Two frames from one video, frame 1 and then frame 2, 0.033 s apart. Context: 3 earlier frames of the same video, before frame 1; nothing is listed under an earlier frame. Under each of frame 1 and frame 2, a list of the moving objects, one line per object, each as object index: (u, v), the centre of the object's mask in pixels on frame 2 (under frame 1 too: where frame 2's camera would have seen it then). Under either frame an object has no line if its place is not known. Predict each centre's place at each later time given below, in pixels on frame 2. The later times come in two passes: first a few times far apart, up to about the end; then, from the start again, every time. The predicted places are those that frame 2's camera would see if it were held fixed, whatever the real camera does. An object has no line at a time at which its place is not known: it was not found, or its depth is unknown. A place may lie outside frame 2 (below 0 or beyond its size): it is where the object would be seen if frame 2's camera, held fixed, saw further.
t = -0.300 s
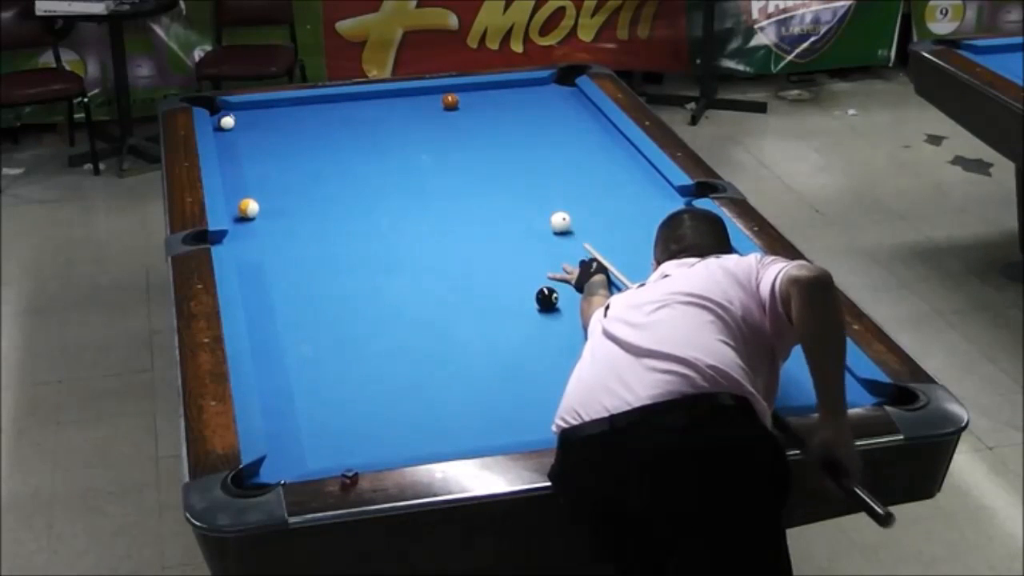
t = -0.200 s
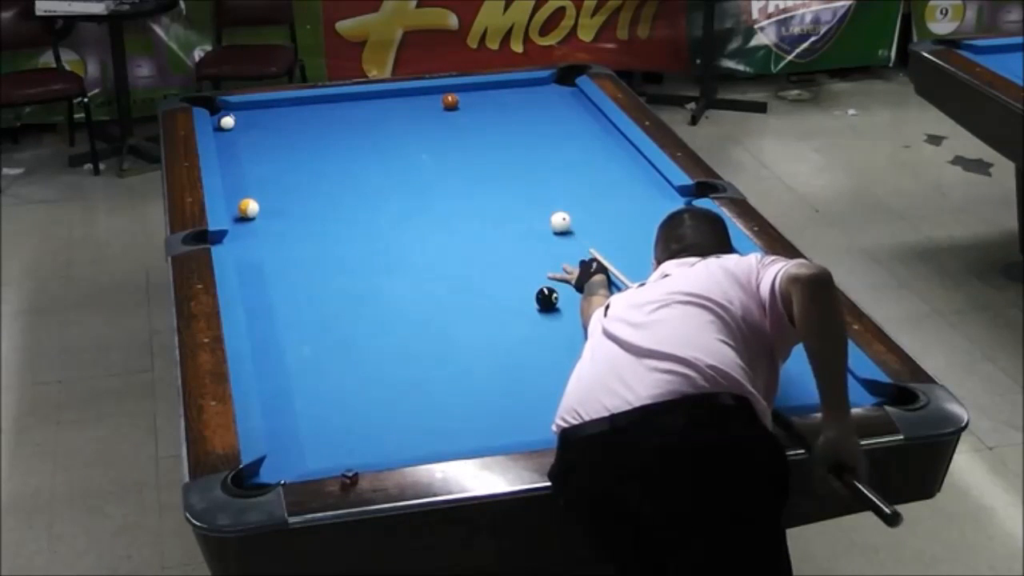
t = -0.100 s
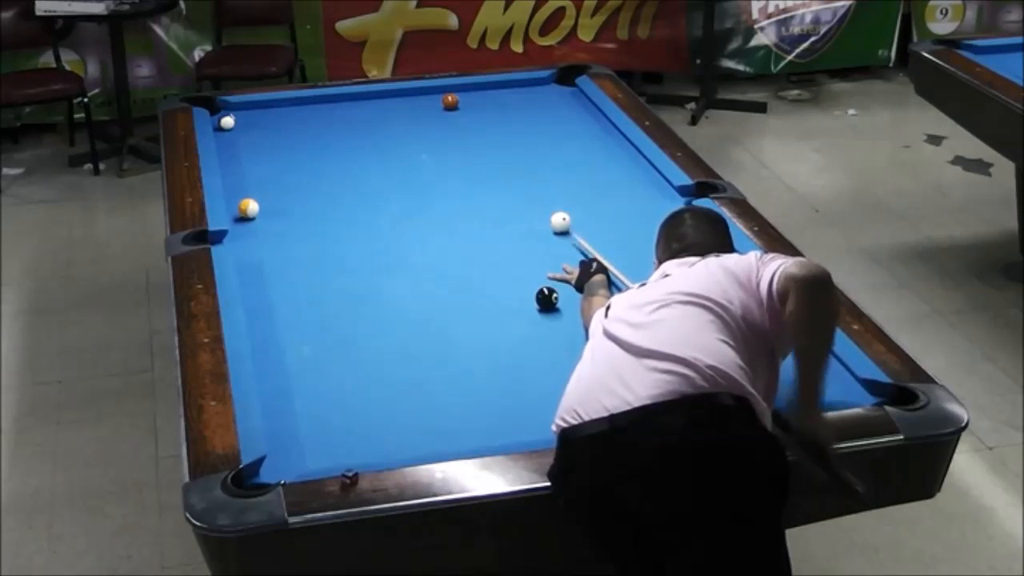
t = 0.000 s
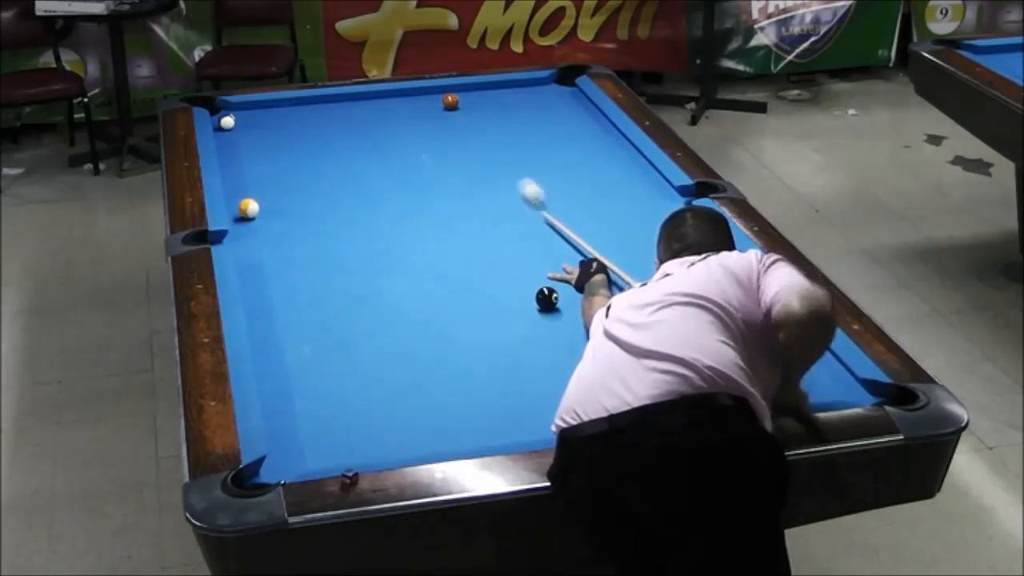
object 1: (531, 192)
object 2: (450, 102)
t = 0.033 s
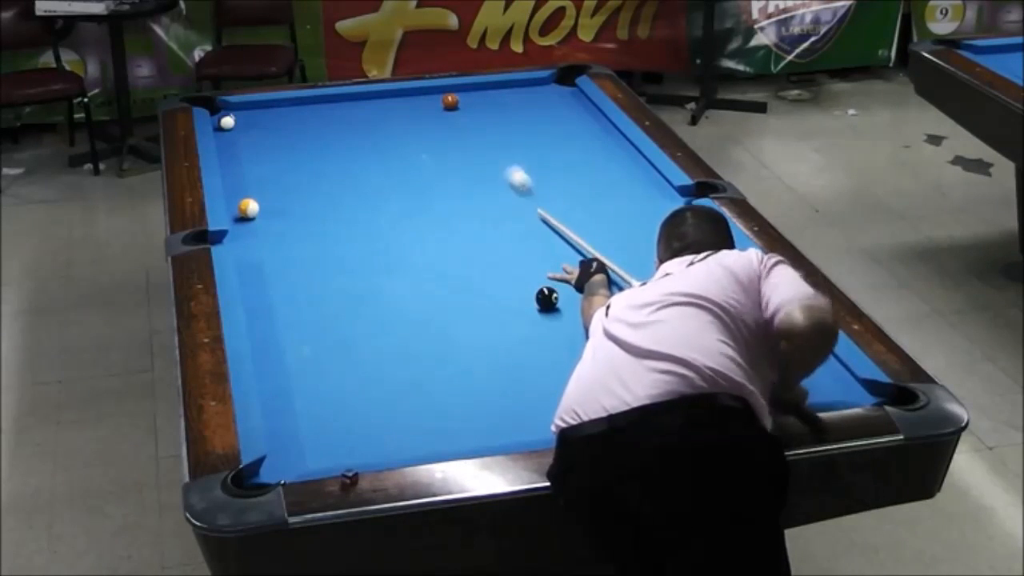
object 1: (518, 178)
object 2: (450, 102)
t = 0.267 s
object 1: (452, 110)
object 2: (449, 98)
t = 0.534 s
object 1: (376, 97)
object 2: (479, 102)
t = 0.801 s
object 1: (326, 108)
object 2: (514, 125)
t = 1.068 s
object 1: (277, 125)
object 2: (551, 149)
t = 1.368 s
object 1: (224, 144)
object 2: (598, 178)
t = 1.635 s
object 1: (254, 155)
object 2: (641, 206)
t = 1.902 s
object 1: (285, 165)
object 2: (689, 237)
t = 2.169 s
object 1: (316, 175)
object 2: (735, 266)
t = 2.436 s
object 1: (346, 185)
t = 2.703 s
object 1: (376, 195)
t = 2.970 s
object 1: (405, 206)
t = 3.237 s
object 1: (434, 216)
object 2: (802, 394)
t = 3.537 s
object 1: (465, 227)
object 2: (764, 375)
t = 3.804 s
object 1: (492, 236)
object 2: (733, 359)
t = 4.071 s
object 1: (519, 246)
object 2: (704, 343)
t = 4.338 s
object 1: (543, 255)
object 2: (679, 329)
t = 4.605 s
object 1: (567, 264)
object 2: (656, 317)
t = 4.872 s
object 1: (589, 272)
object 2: (635, 305)
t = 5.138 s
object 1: (610, 277)
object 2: (617, 295)
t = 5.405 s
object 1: (632, 282)
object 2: (599, 294)
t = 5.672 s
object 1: (651, 281)
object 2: (583, 295)
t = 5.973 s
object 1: (669, 280)
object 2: (569, 294)
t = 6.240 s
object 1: (683, 279)
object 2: (564, 294)
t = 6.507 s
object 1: (694, 278)
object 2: (563, 293)
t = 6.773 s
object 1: (703, 277)
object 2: (563, 293)
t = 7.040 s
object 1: (709, 276)
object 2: (563, 294)
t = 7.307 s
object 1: (714, 275)
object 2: (563, 294)
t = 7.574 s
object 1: (717, 275)
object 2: (563, 294)
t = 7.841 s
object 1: (717, 275)
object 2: (563, 294)
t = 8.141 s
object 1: (717, 275)
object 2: (563, 294)
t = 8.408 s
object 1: (717, 275)
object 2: (563, 294)
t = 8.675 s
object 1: (717, 275)
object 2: (563, 293)
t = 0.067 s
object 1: (507, 166)
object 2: (450, 102)
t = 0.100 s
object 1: (496, 155)
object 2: (450, 102)
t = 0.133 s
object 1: (486, 145)
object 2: (450, 102)
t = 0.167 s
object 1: (477, 135)
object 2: (450, 102)
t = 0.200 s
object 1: (468, 126)
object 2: (450, 102)
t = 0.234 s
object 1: (460, 118)
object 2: (450, 101)
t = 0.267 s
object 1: (452, 110)
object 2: (449, 98)
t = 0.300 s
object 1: (442, 106)
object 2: (453, 97)
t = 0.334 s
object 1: (432, 105)
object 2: (454, 92)
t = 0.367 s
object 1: (423, 105)
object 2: (457, 89)
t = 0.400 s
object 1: (413, 104)
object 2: (462, 91)
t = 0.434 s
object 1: (403, 102)
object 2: (466, 94)
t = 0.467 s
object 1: (395, 101)
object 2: (470, 97)
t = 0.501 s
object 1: (386, 99)
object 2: (475, 100)
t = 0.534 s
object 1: (376, 97)
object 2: (479, 102)
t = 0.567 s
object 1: (367, 95)
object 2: (483, 105)
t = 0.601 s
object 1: (361, 96)
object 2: (488, 108)
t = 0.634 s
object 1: (355, 98)
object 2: (492, 111)
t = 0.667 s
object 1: (349, 100)
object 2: (496, 113)
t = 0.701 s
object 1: (343, 102)
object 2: (500, 116)
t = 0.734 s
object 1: (338, 104)
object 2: (505, 119)
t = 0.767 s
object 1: (332, 106)
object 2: (509, 122)
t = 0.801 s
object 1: (326, 108)
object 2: (514, 125)
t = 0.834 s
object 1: (320, 110)
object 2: (519, 128)
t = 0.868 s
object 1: (314, 112)
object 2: (523, 131)
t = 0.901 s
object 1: (307, 114)
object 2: (528, 134)
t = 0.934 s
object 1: (301, 117)
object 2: (532, 136)
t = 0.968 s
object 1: (295, 119)
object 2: (537, 140)
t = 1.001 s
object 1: (289, 121)
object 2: (542, 143)
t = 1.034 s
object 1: (283, 123)
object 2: (547, 146)
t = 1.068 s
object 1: (277, 125)
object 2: (551, 149)
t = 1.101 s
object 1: (271, 127)
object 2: (556, 152)
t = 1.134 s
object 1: (264, 130)
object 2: (561, 155)
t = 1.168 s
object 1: (258, 131)
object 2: (567, 158)
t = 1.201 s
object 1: (252, 134)
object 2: (572, 161)
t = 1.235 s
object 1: (246, 136)
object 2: (577, 165)
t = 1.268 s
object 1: (240, 138)
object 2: (582, 168)
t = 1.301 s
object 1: (233, 140)
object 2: (587, 171)
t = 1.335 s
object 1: (227, 142)
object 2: (592, 175)
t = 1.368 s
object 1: (224, 144)
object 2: (598, 178)
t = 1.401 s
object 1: (227, 146)
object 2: (603, 182)
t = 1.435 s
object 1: (231, 146)
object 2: (608, 185)
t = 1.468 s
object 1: (235, 148)
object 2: (614, 189)
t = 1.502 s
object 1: (239, 149)
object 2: (619, 192)
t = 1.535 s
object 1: (243, 151)
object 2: (624, 195)
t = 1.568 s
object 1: (247, 152)
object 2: (630, 199)
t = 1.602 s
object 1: (250, 153)
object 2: (636, 203)
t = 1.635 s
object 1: (254, 155)
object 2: (641, 206)
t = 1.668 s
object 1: (258, 156)
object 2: (647, 210)
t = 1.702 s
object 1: (262, 157)
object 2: (653, 213)
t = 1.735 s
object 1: (266, 158)
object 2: (658, 217)
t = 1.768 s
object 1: (270, 159)
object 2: (665, 221)
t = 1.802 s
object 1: (274, 161)
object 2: (670, 225)
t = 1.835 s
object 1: (278, 162)
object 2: (676, 228)
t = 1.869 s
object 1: (282, 163)
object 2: (682, 232)
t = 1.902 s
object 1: (285, 165)
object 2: (689, 237)
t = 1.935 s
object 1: (290, 166)
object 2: (695, 240)
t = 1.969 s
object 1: (293, 167)
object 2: (700, 244)
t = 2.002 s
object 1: (297, 169)
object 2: (707, 248)
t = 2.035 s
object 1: (301, 170)
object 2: (713, 252)
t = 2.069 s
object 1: (305, 171)
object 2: (720, 256)
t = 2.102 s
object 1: (309, 172)
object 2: (727, 260)
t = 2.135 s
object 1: (312, 174)
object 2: (732, 263)
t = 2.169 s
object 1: (316, 175)
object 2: (735, 266)
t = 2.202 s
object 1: (320, 176)
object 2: (737, 268)
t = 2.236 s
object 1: (324, 177)
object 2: (738, 271)
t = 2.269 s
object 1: (328, 179)
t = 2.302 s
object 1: (331, 180)
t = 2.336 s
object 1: (335, 181)
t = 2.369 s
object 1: (338, 183)
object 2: (750, 285)
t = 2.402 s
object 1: (342, 184)
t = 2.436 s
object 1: (346, 185)
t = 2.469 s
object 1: (350, 186)
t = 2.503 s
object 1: (354, 188)
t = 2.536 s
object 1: (358, 189)
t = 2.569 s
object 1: (361, 190)
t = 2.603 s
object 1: (365, 192)
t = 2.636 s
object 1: (369, 193)
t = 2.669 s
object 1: (372, 194)
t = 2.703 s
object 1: (376, 195)
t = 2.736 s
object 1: (380, 197)
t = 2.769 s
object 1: (383, 198)
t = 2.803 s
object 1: (387, 199)
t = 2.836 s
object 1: (391, 200)
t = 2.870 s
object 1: (394, 202)
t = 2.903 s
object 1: (398, 203)
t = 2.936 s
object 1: (402, 205)
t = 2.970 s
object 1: (405, 206)
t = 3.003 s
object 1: (409, 207)
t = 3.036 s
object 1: (412, 208)
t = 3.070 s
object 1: (416, 209)
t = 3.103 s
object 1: (420, 211)
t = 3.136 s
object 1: (424, 212)
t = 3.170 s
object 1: (427, 213)
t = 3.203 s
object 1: (430, 215)
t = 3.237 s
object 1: (434, 216)
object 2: (802, 394)
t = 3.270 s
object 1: (437, 217)
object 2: (799, 392)
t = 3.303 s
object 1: (441, 218)
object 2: (794, 391)
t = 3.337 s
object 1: (445, 219)
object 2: (790, 390)
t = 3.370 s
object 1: (448, 221)
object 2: (786, 388)
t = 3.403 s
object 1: (452, 222)
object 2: (781, 385)
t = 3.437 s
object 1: (455, 223)
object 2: (776, 382)
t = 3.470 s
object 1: (459, 224)
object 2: (773, 380)
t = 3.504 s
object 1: (462, 226)
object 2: (768, 378)
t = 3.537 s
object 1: (465, 227)
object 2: (764, 375)
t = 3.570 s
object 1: (469, 228)
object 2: (760, 373)
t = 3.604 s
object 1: (472, 229)
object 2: (756, 371)
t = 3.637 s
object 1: (476, 230)
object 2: (752, 369)
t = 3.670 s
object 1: (479, 231)
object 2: (748, 367)
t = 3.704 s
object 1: (482, 233)
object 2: (744, 365)
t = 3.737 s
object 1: (486, 234)
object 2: (740, 362)
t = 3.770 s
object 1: (489, 235)
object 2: (737, 361)
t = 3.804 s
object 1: (492, 236)
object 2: (733, 359)
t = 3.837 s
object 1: (496, 237)
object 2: (729, 356)
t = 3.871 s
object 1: (499, 239)
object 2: (725, 354)
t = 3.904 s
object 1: (502, 240)
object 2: (722, 352)
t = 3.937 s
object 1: (506, 241)
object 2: (718, 351)
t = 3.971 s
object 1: (509, 243)
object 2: (715, 348)
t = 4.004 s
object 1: (512, 244)
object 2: (711, 347)
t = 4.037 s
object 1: (515, 245)
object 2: (708, 345)
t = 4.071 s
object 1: (519, 246)
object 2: (704, 343)
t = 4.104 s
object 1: (521, 247)
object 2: (702, 341)
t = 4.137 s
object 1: (525, 248)
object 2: (698, 339)
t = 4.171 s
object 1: (528, 249)
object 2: (695, 338)
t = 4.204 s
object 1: (531, 251)
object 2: (692, 336)
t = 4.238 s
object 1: (534, 252)
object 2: (688, 334)
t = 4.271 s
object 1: (537, 253)
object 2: (685, 333)
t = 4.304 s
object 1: (540, 254)
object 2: (682, 331)
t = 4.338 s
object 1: (543, 255)
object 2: (679, 329)
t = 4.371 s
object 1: (546, 257)
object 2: (676, 327)
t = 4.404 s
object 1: (549, 257)
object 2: (673, 326)
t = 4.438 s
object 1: (552, 259)
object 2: (670, 324)
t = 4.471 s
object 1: (555, 260)
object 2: (667, 323)
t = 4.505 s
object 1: (559, 261)
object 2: (665, 321)
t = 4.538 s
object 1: (561, 262)
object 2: (662, 320)
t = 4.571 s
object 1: (564, 263)
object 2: (658, 318)
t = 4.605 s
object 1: (567, 264)
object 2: (656, 317)
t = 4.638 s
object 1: (570, 265)
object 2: (653, 316)
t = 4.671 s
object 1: (573, 266)
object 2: (650, 314)
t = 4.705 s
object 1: (575, 267)
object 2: (648, 312)
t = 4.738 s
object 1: (578, 268)
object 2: (645, 311)
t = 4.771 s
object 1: (581, 269)
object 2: (643, 310)
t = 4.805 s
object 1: (584, 270)
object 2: (640, 308)
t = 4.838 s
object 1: (586, 271)
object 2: (638, 307)
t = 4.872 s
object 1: (589, 272)
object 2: (635, 305)
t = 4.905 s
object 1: (592, 274)
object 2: (633, 304)
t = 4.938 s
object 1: (595, 275)
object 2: (631, 303)
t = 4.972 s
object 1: (597, 276)
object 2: (628, 302)
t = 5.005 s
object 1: (600, 277)
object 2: (626, 301)
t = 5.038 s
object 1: (602, 278)
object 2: (623, 299)
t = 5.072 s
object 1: (605, 278)
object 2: (621, 298)
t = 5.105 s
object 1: (607, 278)
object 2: (619, 297)
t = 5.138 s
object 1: (610, 277)
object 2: (617, 295)
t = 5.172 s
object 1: (612, 277)
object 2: (615, 295)
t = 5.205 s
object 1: (616, 278)
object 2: (613, 294)
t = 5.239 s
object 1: (620, 280)
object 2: (610, 294)
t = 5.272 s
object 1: (622, 281)
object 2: (608, 294)
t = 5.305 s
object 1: (624, 282)
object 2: (605, 294)
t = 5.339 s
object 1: (627, 282)
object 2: (603, 294)
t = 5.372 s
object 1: (629, 282)
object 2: (601, 294)
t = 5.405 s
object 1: (632, 282)
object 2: (599, 294)
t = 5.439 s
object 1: (634, 282)
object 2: (597, 294)
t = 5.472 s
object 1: (636, 282)
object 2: (595, 294)
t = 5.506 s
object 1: (639, 282)
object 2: (593, 294)
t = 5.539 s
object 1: (642, 281)
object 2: (591, 294)
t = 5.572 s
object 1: (644, 281)
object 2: (589, 295)
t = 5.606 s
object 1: (646, 281)
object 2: (587, 295)
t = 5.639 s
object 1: (648, 281)
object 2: (585, 295)
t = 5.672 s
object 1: (651, 281)
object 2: (583, 295)
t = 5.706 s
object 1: (653, 281)
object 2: (582, 295)
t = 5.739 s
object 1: (655, 281)
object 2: (580, 294)
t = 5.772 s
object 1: (657, 280)
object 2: (578, 294)
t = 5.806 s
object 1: (659, 280)
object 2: (576, 294)
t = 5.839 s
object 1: (661, 280)
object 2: (575, 294)
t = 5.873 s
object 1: (663, 280)
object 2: (573, 295)
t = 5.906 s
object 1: (665, 280)
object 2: (571, 294)
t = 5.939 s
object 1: (667, 280)
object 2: (570, 294)
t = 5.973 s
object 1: (669, 280)
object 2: (569, 294)
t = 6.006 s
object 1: (671, 280)
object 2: (568, 294)
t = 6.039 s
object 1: (673, 280)
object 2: (567, 294)
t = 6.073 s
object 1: (674, 279)
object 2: (567, 294)
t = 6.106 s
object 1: (676, 279)
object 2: (566, 294)
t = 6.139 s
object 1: (678, 279)
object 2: (566, 294)
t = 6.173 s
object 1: (680, 279)
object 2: (566, 294)
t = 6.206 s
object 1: (681, 279)
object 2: (565, 294)
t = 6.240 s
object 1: (683, 279)
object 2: (564, 294)
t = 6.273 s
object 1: (684, 279)
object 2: (564, 293)
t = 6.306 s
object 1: (686, 279)
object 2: (564, 293)
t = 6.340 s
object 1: (688, 279)
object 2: (564, 293)
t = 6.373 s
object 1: (689, 279)
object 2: (564, 293)
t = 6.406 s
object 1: (691, 279)
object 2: (563, 293)
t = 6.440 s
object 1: (692, 279)
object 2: (563, 293)
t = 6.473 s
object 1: (693, 279)
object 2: (563, 293)
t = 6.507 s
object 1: (694, 278)
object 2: (563, 293)
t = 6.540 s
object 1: (696, 278)
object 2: (563, 293)
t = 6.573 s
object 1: (697, 278)
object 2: (563, 293)
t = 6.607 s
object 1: (698, 278)
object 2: (563, 293)
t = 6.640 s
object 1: (699, 278)
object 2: (563, 293)
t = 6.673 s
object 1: (700, 278)
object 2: (563, 293)
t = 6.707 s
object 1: (701, 278)
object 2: (563, 293)
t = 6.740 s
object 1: (702, 277)
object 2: (563, 293)
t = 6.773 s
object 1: (703, 277)
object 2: (563, 293)
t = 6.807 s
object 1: (704, 276)
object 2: (563, 293)
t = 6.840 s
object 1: (705, 277)
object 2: (563, 293)
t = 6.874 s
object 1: (706, 276)
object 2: (563, 293)
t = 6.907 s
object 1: (706, 276)
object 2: (563, 294)
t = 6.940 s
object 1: (707, 276)
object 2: (563, 294)
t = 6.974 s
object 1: (708, 276)
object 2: (563, 293)
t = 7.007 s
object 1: (709, 276)
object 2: (563, 294)
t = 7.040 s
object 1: (709, 276)
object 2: (563, 294)
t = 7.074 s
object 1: (710, 276)
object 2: (563, 293)
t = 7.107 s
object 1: (711, 276)
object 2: (563, 294)
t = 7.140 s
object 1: (711, 275)
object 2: (563, 293)
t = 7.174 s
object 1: (712, 275)
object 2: (563, 293)
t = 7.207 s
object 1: (712, 275)
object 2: (563, 294)
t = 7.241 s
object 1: (713, 275)
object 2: (563, 294)
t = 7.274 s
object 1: (713, 275)
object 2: (563, 294)
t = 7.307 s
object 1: (714, 275)
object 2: (563, 294)
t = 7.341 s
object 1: (714, 275)
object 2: (563, 293)
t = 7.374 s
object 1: (714, 275)
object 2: (563, 294)
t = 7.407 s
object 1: (715, 275)
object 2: (563, 293)
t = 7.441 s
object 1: (715, 275)
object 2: (563, 294)
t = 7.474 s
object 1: (716, 275)
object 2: (563, 294)
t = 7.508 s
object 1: (716, 275)
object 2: (563, 294)
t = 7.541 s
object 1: (716, 275)
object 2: (563, 294)
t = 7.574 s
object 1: (717, 275)
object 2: (563, 294)
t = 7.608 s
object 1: (716, 275)
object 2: (563, 294)
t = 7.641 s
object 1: (717, 275)
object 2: (563, 294)
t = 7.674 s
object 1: (717, 275)
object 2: (563, 293)
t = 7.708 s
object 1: (717, 275)
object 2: (563, 294)
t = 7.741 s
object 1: (717, 275)
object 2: (563, 294)
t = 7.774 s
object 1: (717, 275)
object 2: (563, 294)
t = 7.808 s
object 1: (717, 275)
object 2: (563, 294)
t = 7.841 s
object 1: (717, 275)
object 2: (563, 294)
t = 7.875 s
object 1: (717, 275)
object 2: (563, 293)
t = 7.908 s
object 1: (717, 275)
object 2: (563, 294)
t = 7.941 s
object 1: (717, 275)
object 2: (563, 294)
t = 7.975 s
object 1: (717, 275)
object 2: (563, 293)
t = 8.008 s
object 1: (717, 275)
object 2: (563, 293)
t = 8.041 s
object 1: (717, 275)
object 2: (563, 294)
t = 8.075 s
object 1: (717, 275)
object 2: (563, 293)
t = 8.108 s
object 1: (717, 275)
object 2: (563, 293)
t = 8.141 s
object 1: (717, 275)
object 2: (563, 294)
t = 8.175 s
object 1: (717, 275)
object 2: (563, 294)
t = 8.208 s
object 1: (717, 275)
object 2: (563, 294)
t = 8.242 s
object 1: (717, 275)
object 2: (563, 293)
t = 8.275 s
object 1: (717, 275)
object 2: (563, 294)
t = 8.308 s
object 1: (717, 275)
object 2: (563, 294)
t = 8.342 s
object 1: (717, 275)
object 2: (563, 294)
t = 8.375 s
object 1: (717, 275)
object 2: (563, 294)
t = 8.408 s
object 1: (717, 275)
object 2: (563, 294)
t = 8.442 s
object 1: (717, 275)
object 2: (563, 294)
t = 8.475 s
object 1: (717, 275)
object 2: (563, 294)
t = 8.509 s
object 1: (717, 275)
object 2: (563, 294)
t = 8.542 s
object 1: (717, 275)
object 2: (563, 294)
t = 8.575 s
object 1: (717, 275)
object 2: (563, 294)
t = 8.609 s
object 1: (717, 275)
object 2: (563, 294)
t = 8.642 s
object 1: (717, 275)
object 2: (563, 294)
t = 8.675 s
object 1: (717, 275)
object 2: (563, 293)
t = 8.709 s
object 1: (717, 275)
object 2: (563, 294)
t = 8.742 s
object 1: (717, 275)
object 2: (563, 294)
